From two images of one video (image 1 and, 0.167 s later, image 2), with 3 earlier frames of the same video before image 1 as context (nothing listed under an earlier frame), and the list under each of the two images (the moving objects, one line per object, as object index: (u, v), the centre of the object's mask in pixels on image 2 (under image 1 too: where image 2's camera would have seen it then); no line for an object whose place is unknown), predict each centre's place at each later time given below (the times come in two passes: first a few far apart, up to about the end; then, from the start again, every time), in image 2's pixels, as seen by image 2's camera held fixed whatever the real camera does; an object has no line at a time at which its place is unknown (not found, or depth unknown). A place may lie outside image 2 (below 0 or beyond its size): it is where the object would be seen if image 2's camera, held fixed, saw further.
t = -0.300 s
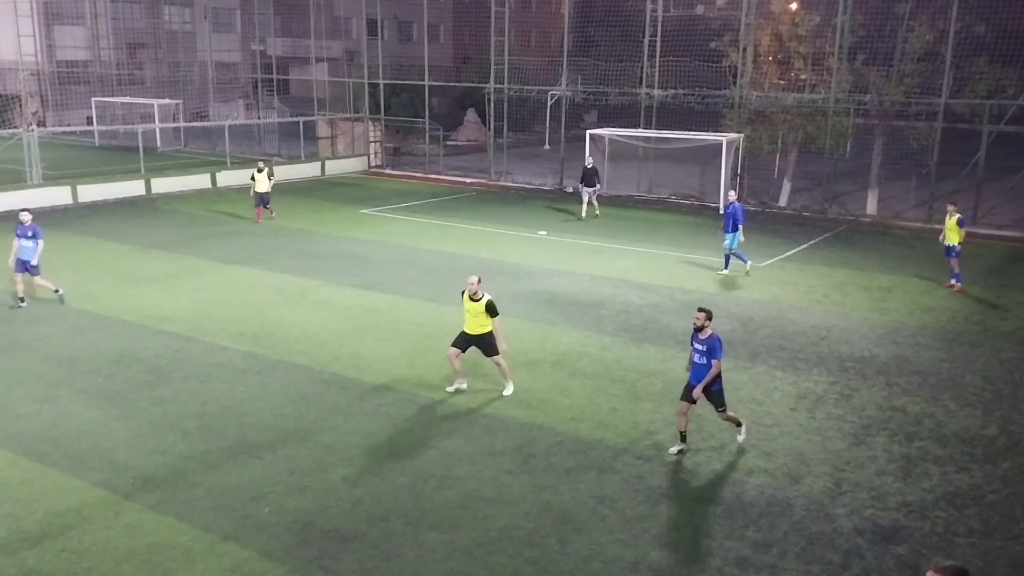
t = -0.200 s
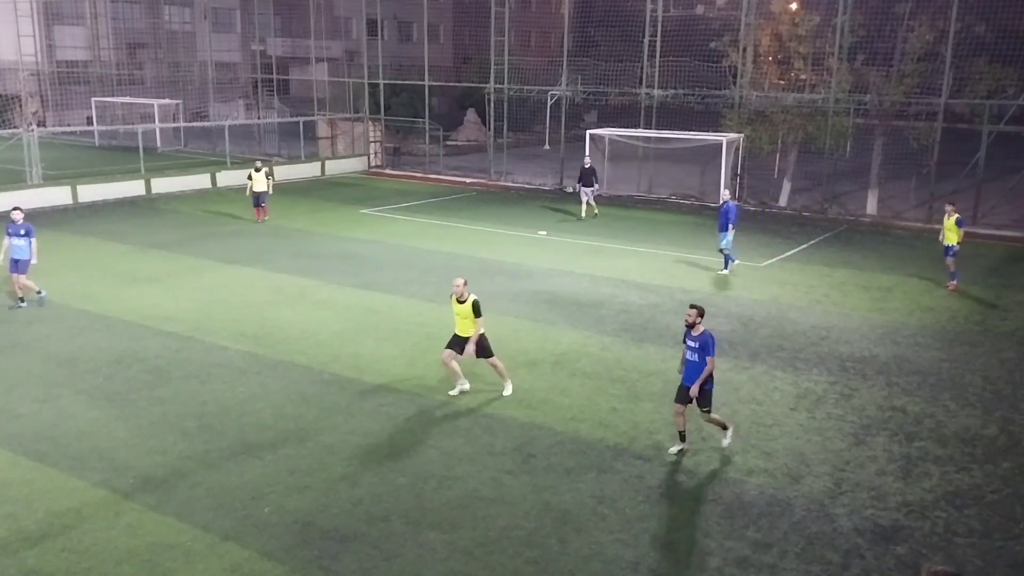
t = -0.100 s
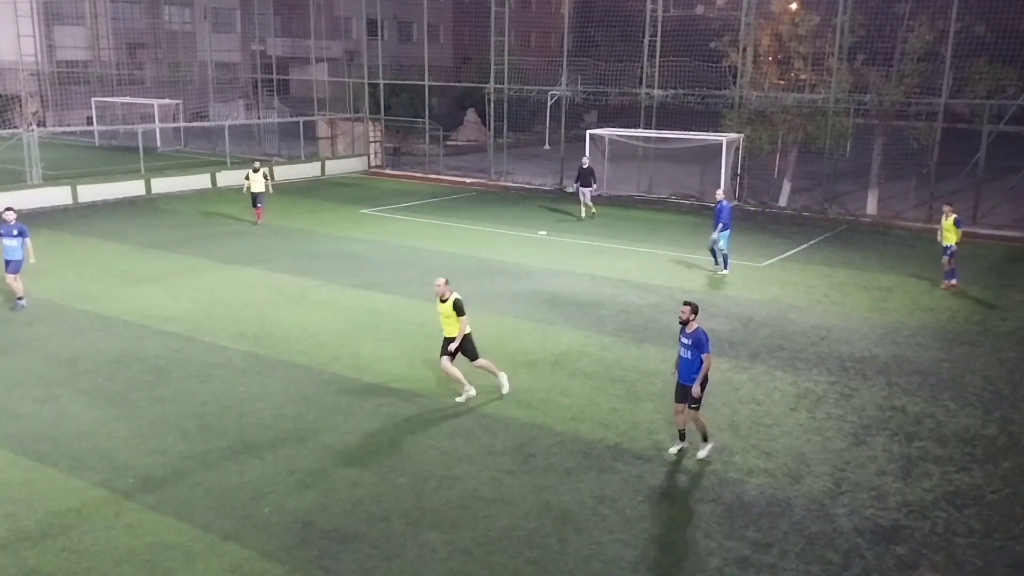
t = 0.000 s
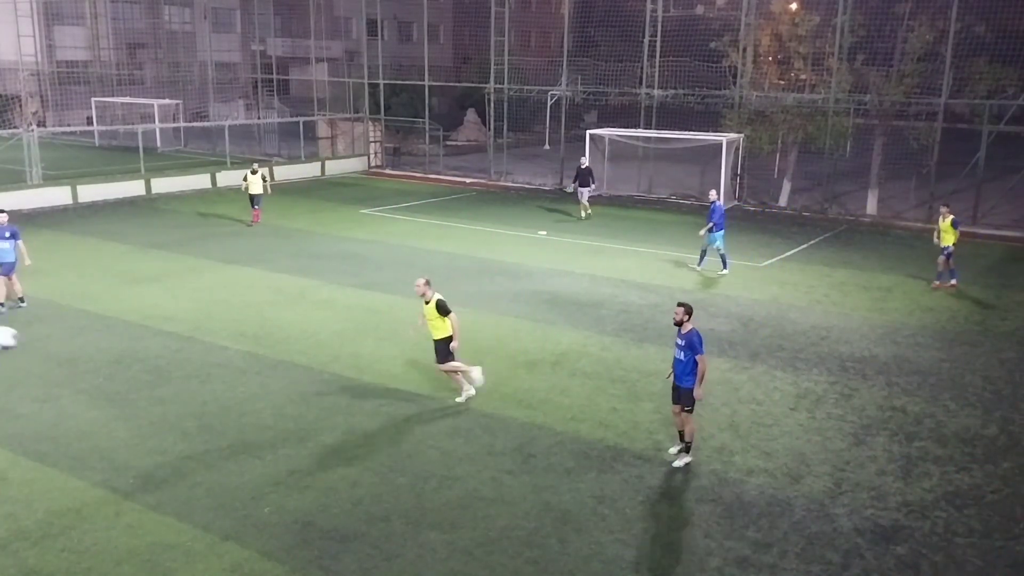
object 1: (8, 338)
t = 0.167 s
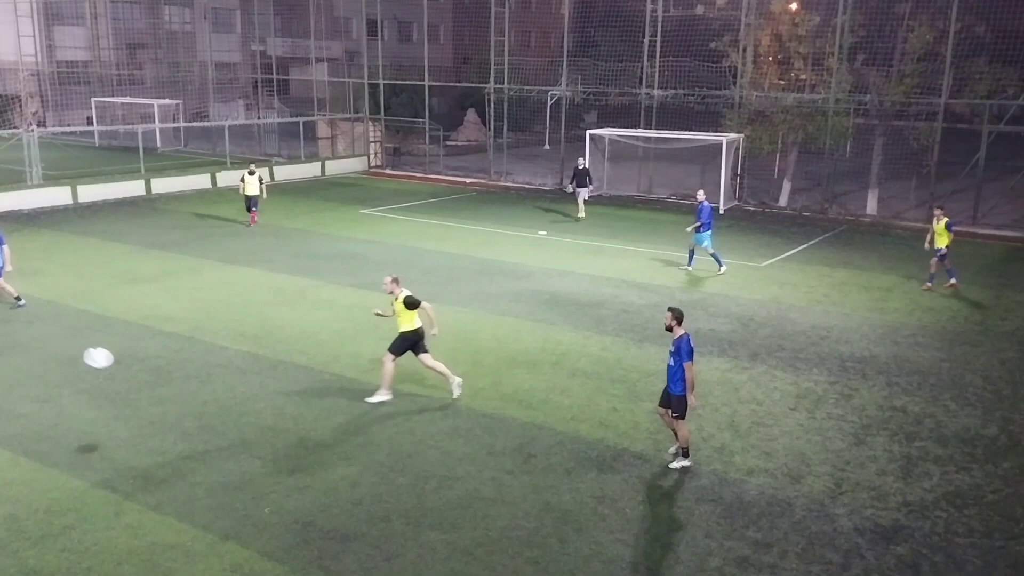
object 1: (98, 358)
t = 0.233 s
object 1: (130, 372)
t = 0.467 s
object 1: (205, 393)
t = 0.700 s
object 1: (228, 312)
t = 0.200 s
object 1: (115, 365)
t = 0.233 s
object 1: (130, 372)
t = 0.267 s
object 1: (144, 379)
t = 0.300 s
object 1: (158, 388)
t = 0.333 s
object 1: (170, 397)
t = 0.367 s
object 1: (183, 406)
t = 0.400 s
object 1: (195, 416)
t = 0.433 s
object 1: (201, 409)
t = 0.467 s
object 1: (205, 393)
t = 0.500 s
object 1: (208, 379)
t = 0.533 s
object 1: (211, 365)
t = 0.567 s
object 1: (214, 352)
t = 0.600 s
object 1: (218, 340)
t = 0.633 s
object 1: (221, 330)
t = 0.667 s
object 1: (224, 321)
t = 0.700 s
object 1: (228, 312)
